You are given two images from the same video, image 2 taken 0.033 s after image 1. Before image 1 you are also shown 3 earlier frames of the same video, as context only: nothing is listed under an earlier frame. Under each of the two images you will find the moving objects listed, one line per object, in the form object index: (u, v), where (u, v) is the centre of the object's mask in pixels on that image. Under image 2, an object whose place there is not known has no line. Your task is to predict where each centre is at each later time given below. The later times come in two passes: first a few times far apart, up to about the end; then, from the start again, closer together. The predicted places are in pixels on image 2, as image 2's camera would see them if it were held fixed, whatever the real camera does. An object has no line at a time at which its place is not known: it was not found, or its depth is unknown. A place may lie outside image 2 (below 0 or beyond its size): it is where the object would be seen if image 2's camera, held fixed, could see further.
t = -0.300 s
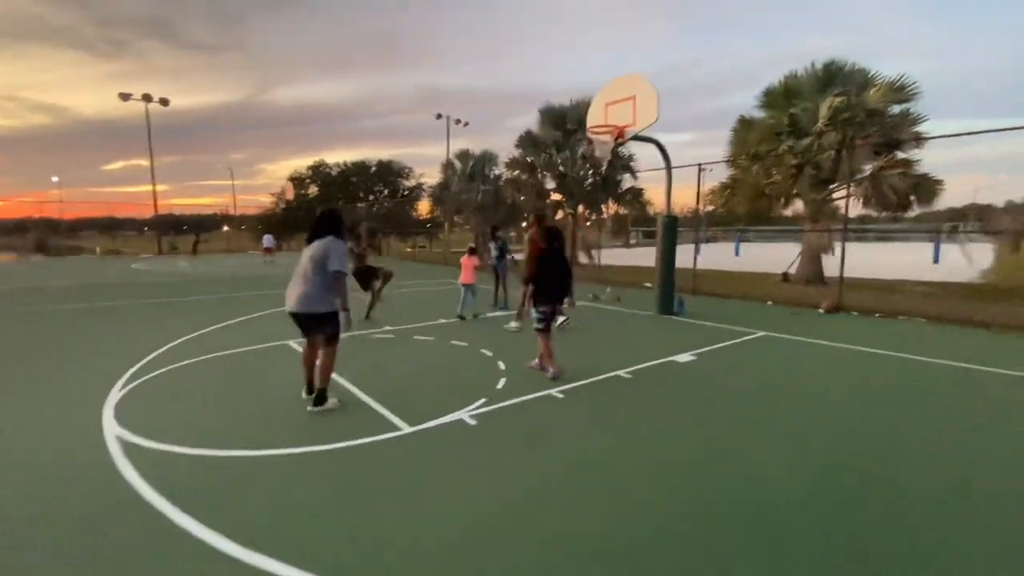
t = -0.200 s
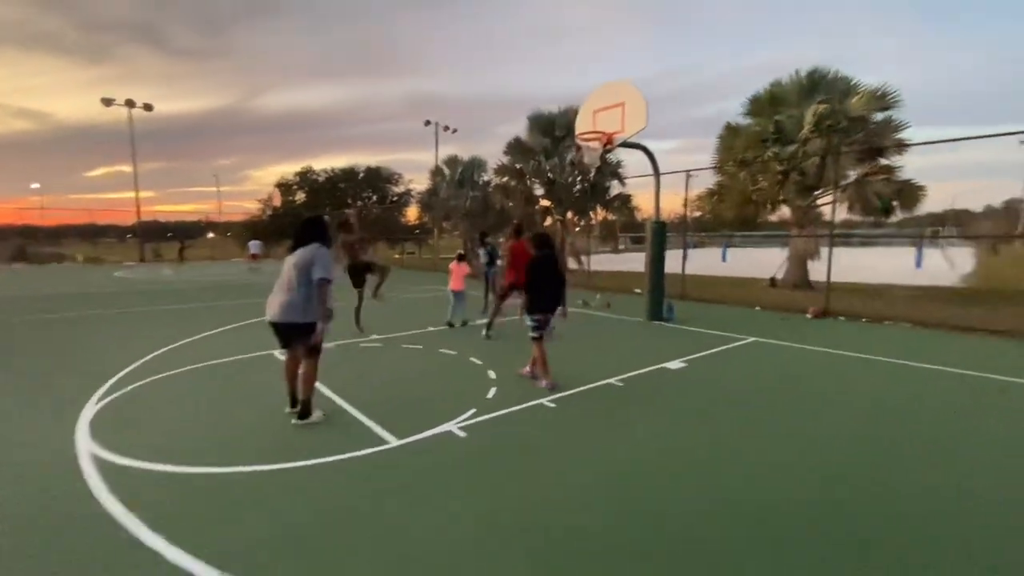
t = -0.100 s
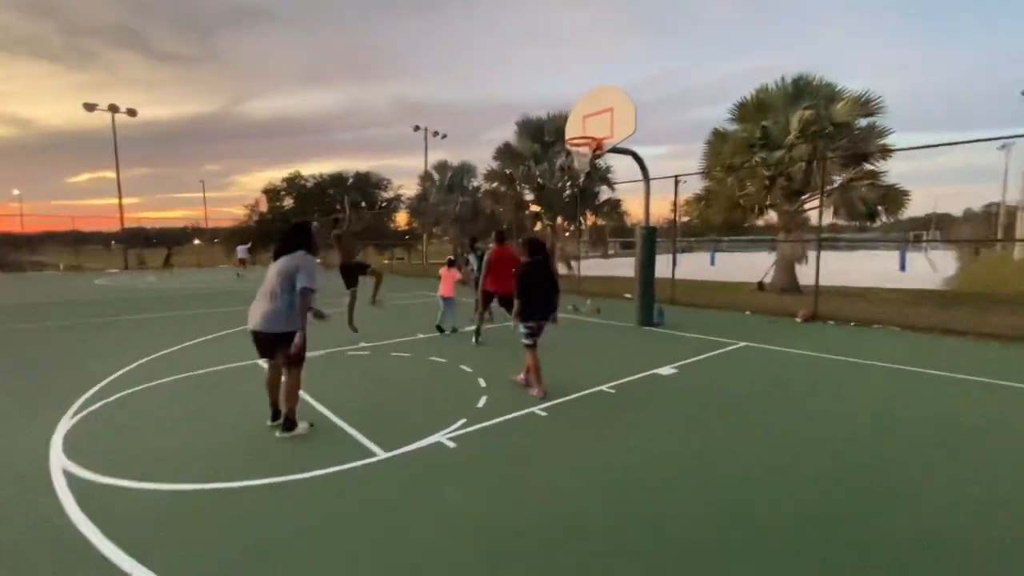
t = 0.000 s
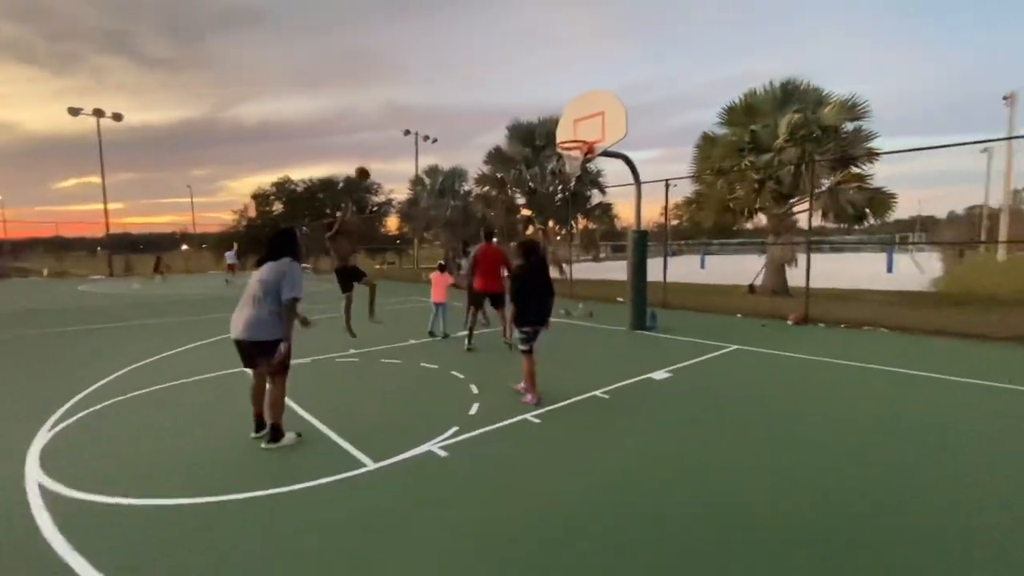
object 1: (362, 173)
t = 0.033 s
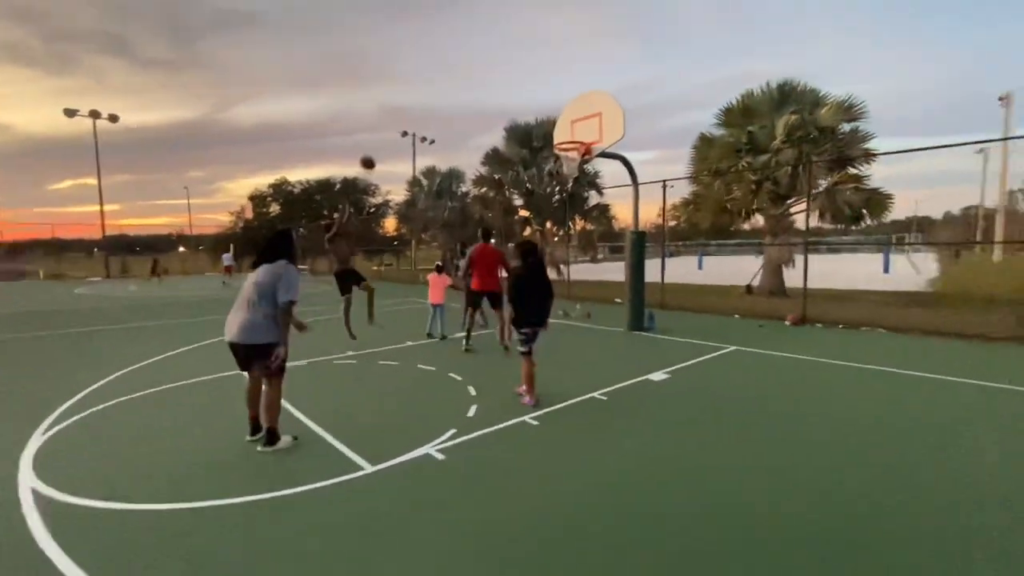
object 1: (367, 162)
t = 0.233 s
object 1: (416, 112)
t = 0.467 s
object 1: (470, 86)
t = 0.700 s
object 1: (527, 99)
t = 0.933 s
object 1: (569, 142)
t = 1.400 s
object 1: (575, 163)
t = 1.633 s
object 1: (576, 186)
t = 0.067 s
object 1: (375, 153)
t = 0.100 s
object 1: (383, 143)
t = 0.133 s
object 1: (391, 134)
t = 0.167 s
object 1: (400, 127)
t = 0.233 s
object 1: (416, 112)
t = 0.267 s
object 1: (424, 106)
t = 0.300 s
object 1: (432, 101)
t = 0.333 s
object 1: (439, 97)
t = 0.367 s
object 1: (447, 93)
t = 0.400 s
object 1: (455, 90)
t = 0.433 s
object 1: (462, 87)
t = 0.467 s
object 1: (470, 86)
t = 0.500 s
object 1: (478, 86)
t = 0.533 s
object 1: (486, 86)
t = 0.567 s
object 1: (494, 87)
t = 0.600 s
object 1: (503, 88)
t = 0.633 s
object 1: (511, 91)
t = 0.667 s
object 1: (519, 95)
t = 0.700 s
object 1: (527, 99)
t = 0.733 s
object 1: (536, 104)
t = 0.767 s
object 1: (544, 110)
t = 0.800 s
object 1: (552, 116)
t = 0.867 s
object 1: (569, 130)
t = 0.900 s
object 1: (574, 137)
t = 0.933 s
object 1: (569, 142)
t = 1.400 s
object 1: (575, 163)
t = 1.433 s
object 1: (575, 159)
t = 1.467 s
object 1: (574, 164)
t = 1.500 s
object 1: (575, 165)
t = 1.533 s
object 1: (577, 176)
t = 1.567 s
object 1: (576, 179)
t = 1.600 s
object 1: (575, 180)
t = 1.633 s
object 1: (576, 186)
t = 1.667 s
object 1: (576, 187)
